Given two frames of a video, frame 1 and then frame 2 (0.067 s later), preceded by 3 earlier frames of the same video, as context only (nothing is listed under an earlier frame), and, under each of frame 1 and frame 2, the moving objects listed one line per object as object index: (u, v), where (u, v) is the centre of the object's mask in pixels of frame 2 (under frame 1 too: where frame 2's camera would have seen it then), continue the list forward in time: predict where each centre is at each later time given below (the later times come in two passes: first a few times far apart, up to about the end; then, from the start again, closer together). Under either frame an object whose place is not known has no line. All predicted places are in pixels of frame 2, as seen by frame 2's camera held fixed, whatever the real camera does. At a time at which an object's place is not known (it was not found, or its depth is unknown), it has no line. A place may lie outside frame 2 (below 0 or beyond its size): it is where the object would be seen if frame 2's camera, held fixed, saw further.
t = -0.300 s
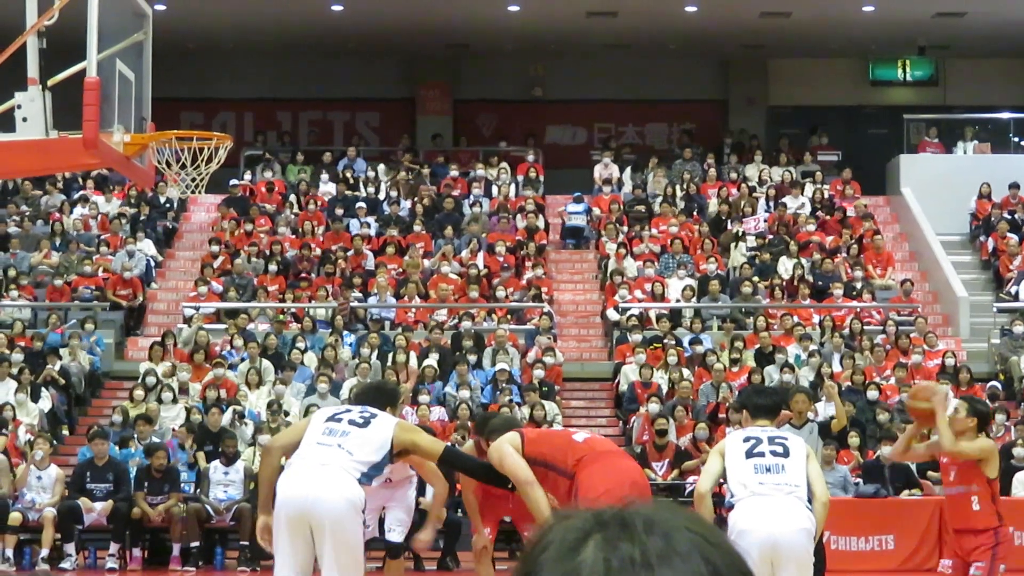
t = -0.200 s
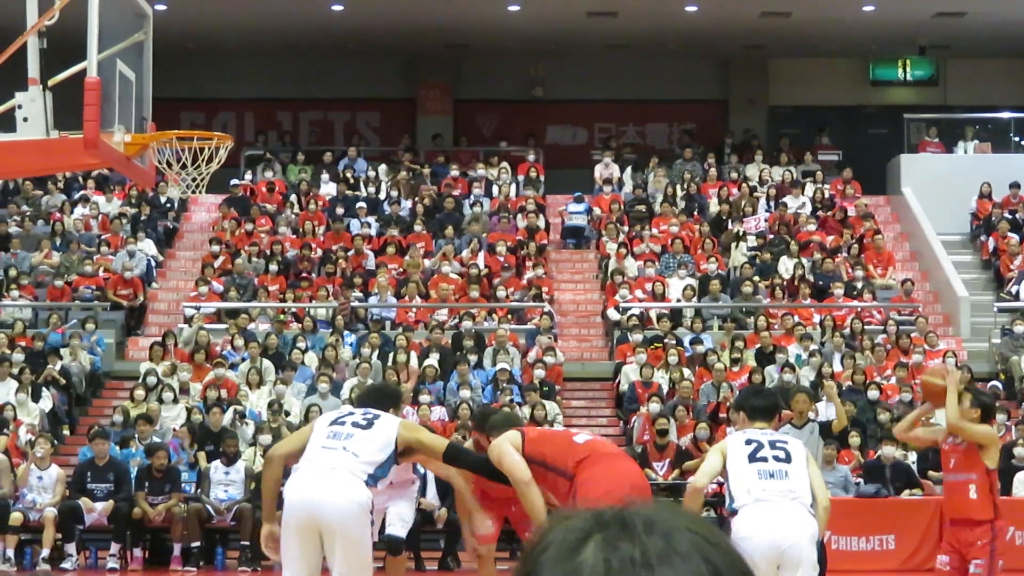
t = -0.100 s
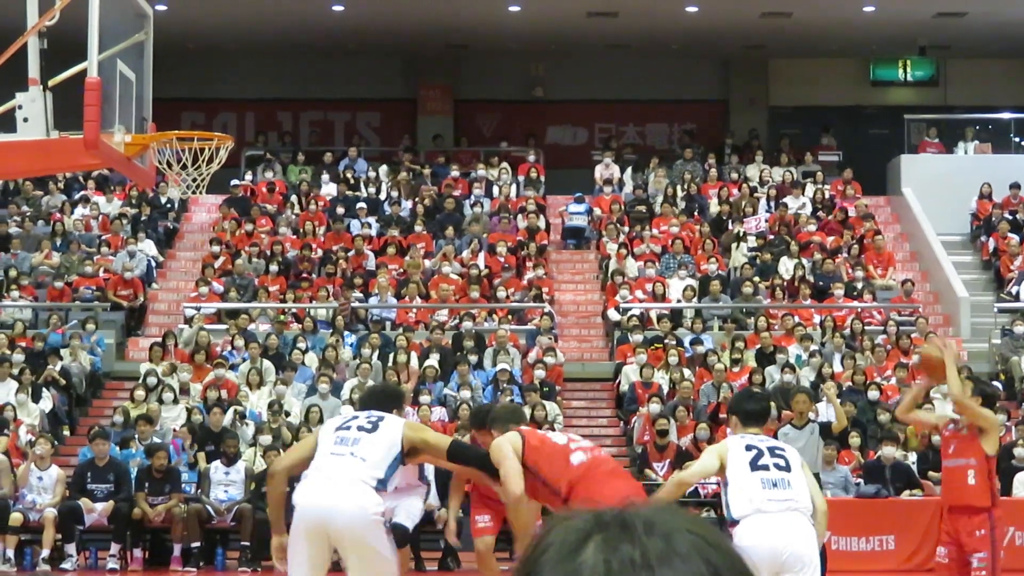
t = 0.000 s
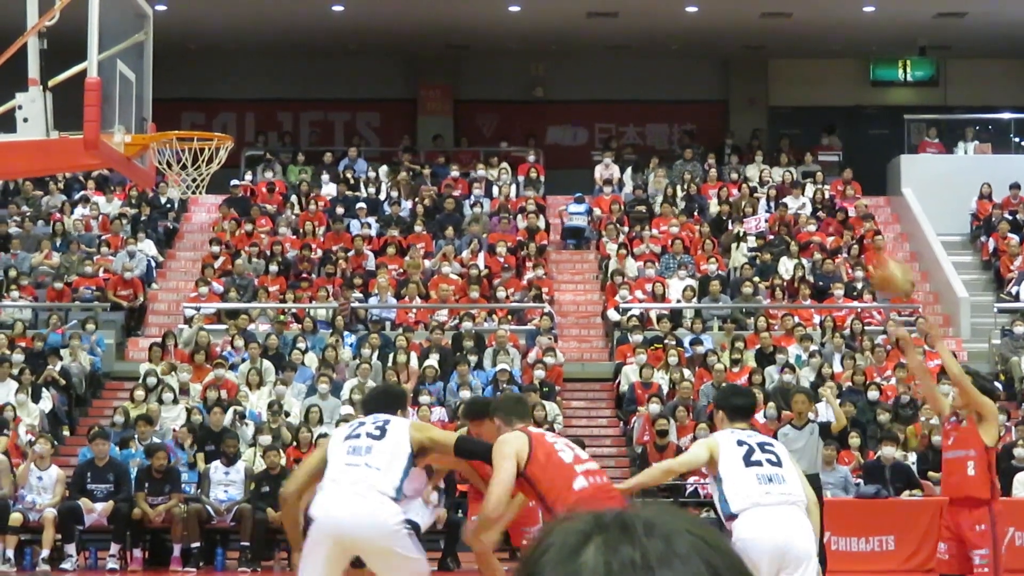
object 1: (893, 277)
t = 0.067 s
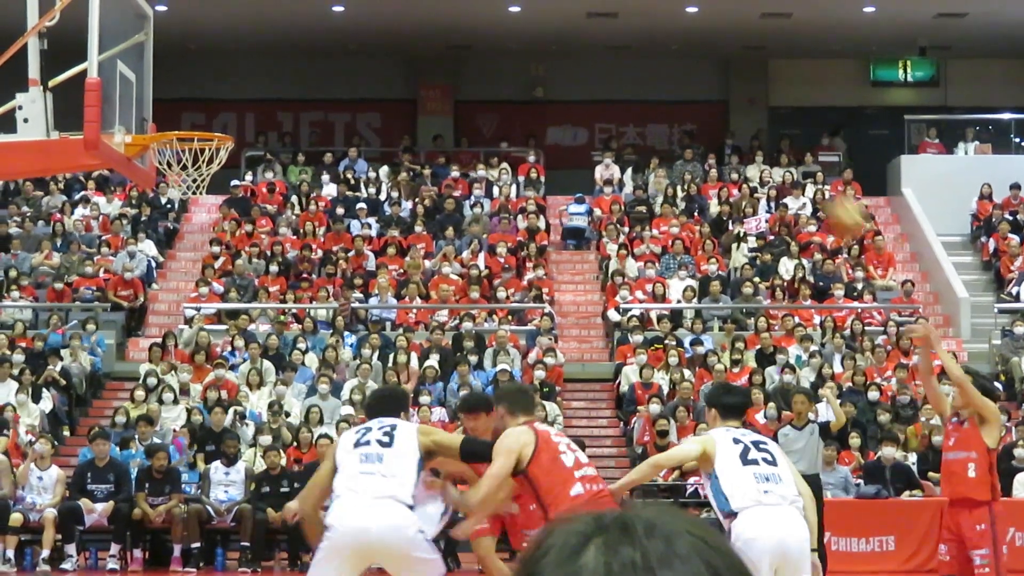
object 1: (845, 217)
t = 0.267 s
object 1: (702, 79)
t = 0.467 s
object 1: (562, 12)
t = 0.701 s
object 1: (402, 11)
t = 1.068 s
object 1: (166, 165)
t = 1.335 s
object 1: (162, 214)
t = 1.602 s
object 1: (157, 392)
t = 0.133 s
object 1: (795, 161)
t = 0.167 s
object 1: (773, 140)
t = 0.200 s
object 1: (749, 118)
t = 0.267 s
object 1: (702, 79)
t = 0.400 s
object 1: (609, 24)
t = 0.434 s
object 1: (586, 16)
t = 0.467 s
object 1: (562, 12)
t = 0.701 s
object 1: (402, 11)
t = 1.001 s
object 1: (197, 136)
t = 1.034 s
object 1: (175, 155)
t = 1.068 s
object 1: (166, 165)
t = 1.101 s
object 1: (165, 167)
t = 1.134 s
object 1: (165, 170)
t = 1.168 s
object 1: (164, 172)
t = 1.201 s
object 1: (162, 176)
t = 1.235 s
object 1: (162, 181)
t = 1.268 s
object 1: (164, 193)
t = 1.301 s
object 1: (163, 204)
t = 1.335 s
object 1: (162, 214)
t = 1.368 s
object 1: (162, 229)
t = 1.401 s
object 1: (162, 245)
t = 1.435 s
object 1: (161, 264)
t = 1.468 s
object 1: (160, 286)
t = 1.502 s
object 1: (160, 309)
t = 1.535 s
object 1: (159, 336)
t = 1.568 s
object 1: (159, 364)
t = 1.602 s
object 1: (157, 392)
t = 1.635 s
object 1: (157, 427)
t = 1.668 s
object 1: (156, 462)
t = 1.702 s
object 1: (154, 500)
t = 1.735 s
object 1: (155, 541)
